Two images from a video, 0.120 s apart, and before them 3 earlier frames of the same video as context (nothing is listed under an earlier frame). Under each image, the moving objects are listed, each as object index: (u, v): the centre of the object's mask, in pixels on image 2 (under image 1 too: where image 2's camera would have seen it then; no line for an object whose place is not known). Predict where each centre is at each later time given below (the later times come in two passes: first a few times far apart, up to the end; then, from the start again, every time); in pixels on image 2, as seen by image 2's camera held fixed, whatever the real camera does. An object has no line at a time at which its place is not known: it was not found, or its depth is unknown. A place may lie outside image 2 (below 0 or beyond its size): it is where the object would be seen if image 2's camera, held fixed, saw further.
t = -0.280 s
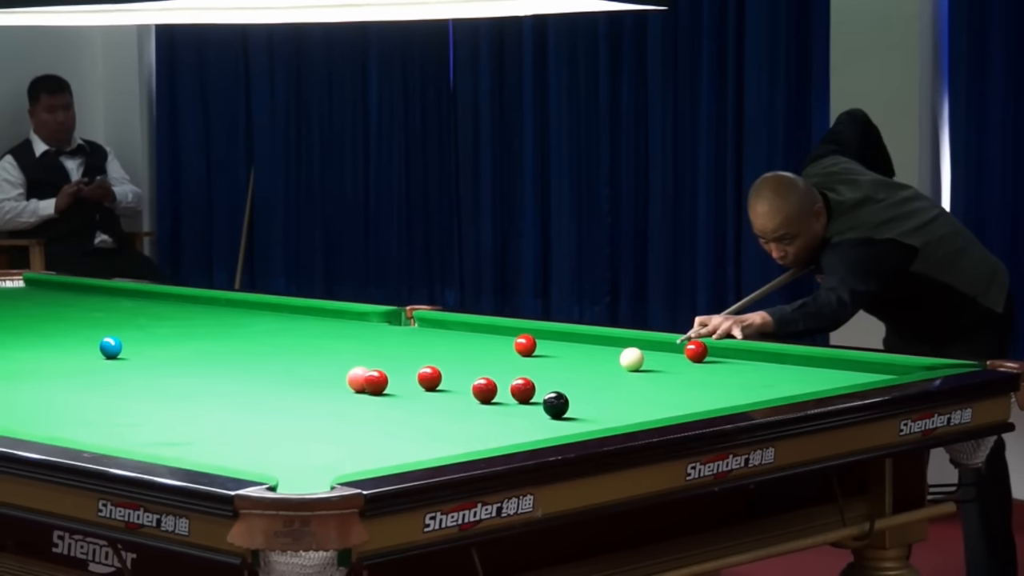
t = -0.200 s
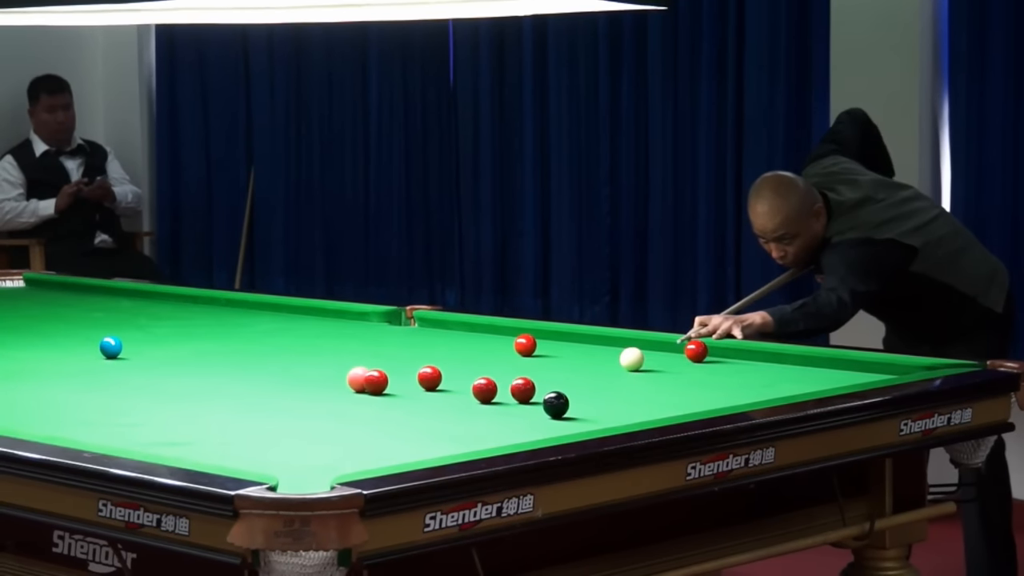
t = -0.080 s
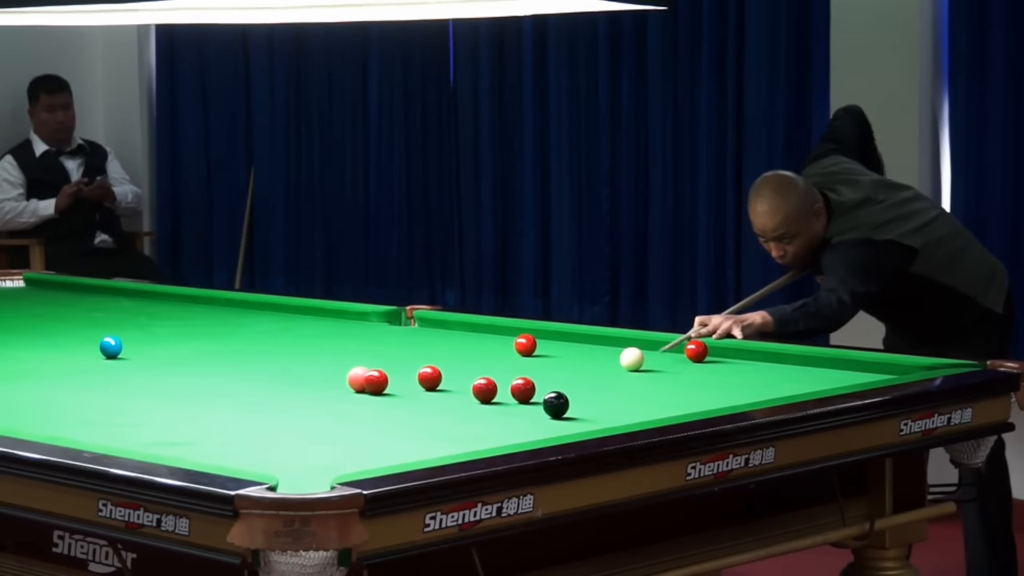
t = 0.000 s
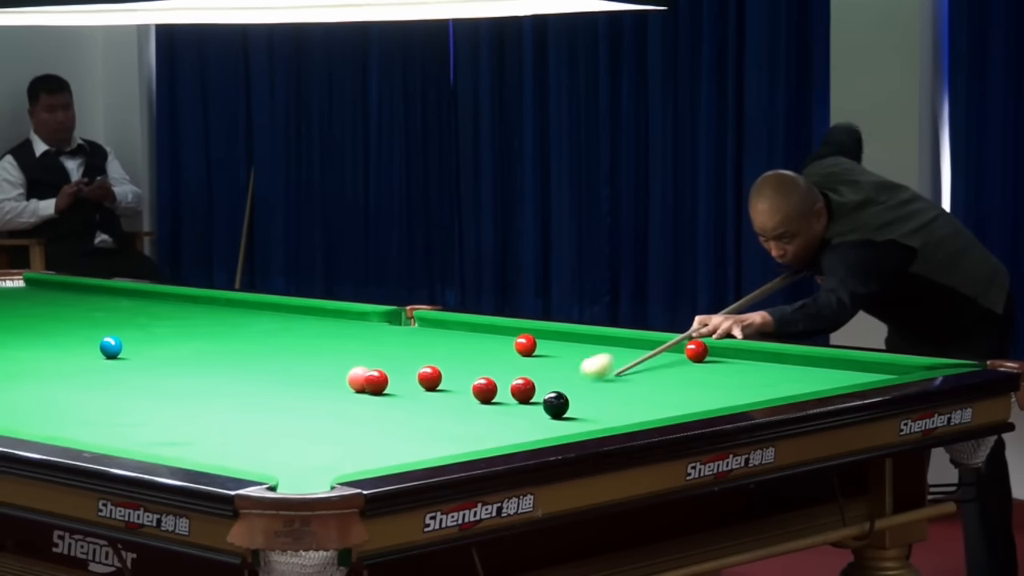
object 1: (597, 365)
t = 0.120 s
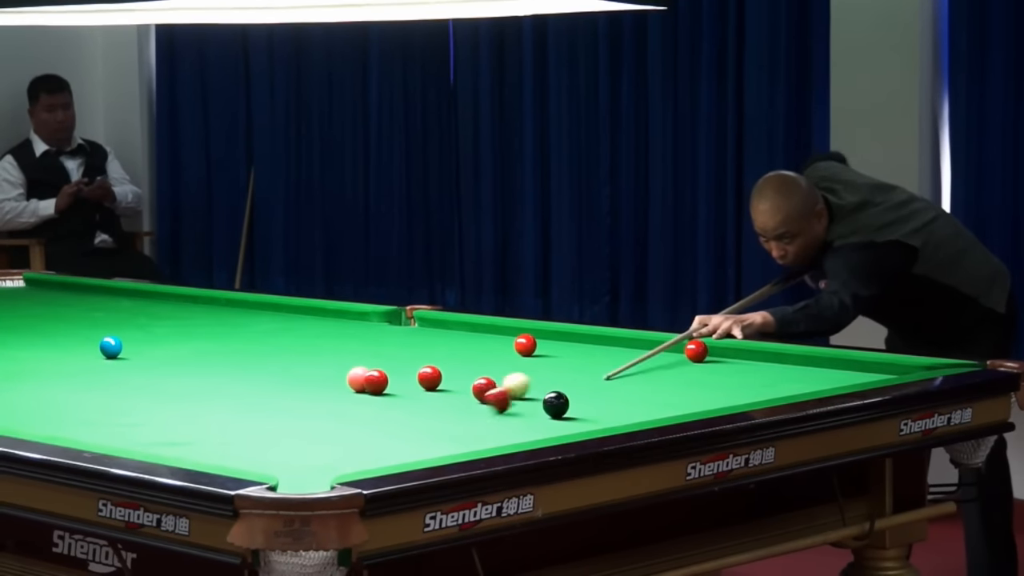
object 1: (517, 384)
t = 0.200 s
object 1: (498, 381)
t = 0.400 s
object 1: (463, 378)
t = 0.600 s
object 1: (456, 369)
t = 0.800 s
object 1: (451, 361)
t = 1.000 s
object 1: (446, 353)
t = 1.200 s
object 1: (441, 346)
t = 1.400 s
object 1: (437, 339)
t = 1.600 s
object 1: (433, 333)
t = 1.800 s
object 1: (429, 327)
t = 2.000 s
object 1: (426, 322)
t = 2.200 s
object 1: (409, 319)
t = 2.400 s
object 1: (381, 319)
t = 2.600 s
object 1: (354, 318)
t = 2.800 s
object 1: (329, 317)
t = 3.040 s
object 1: (302, 316)
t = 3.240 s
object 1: (281, 316)
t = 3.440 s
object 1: (261, 316)
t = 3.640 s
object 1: (243, 315)
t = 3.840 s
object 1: (227, 315)
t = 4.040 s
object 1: (212, 314)
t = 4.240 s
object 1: (198, 314)
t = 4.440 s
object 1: (186, 314)
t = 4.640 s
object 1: (175, 314)
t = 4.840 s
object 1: (165, 313)
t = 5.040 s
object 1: (157, 313)
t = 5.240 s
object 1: (151, 313)
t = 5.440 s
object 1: (146, 313)
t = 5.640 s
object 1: (142, 313)
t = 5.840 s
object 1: (138, 313)
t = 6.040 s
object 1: (137, 313)
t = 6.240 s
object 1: (137, 313)
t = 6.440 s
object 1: (137, 313)
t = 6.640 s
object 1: (137, 313)
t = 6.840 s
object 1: (137, 313)
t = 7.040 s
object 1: (137, 313)
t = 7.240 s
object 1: (137, 313)
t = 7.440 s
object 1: (137, 313)
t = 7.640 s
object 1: (137, 313)
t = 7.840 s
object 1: (137, 313)
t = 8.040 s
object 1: (137, 313)
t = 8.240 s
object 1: (137, 313)
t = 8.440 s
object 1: (137, 313)
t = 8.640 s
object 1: (137, 313)
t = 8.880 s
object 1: (137, 313)
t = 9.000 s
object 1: (137, 313)
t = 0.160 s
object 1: (506, 384)
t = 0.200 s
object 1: (498, 381)
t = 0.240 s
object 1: (485, 376)
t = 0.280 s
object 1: (473, 377)
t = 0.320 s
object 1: (468, 379)
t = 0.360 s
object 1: (465, 379)
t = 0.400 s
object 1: (463, 378)
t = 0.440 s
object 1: (461, 376)
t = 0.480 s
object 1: (459, 375)
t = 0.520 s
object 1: (458, 373)
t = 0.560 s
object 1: (457, 371)
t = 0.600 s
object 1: (456, 369)
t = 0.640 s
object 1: (455, 367)
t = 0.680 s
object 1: (454, 366)
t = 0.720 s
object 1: (453, 364)
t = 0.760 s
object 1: (452, 362)
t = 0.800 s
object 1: (451, 361)
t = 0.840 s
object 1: (450, 359)
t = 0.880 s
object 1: (449, 357)
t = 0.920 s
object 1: (447, 356)
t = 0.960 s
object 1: (447, 354)
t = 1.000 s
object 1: (446, 353)
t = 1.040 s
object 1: (445, 351)
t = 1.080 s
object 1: (444, 350)
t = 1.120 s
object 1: (443, 349)
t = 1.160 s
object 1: (442, 347)
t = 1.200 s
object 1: (441, 346)
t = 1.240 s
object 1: (440, 344)
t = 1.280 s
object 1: (439, 343)
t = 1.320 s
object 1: (438, 342)
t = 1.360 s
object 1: (437, 340)
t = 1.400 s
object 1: (437, 339)
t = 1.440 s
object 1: (436, 338)
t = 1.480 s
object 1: (435, 337)
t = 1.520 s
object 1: (434, 335)
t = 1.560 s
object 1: (433, 334)
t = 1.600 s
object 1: (433, 333)
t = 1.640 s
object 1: (432, 332)
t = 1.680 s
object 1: (431, 331)
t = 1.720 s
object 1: (430, 330)
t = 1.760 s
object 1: (430, 328)
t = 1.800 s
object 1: (429, 327)
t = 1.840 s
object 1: (428, 326)
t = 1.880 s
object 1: (427, 325)
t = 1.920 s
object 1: (427, 324)
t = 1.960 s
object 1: (426, 323)
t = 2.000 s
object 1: (426, 322)
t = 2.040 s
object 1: (425, 321)
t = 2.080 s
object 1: (424, 320)
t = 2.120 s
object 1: (422, 319)
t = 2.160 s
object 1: (415, 319)
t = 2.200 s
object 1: (409, 319)
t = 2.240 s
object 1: (404, 319)
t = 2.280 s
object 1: (398, 319)
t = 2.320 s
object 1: (392, 319)
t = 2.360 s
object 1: (387, 319)
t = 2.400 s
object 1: (381, 319)
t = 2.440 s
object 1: (376, 318)
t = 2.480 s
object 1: (370, 318)
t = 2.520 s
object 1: (365, 318)
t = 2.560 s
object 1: (360, 318)
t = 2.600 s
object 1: (354, 318)
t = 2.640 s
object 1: (350, 318)
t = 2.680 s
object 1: (344, 318)
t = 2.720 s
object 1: (339, 317)
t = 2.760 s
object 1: (334, 317)
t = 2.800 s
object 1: (329, 317)
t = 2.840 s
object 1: (325, 317)
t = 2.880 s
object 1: (320, 317)
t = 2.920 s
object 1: (315, 317)
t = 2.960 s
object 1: (311, 316)
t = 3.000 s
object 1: (306, 317)
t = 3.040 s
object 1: (302, 316)
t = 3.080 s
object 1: (297, 316)
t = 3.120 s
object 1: (293, 316)
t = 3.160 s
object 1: (289, 316)
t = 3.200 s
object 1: (284, 316)
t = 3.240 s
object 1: (281, 316)
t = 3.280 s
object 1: (277, 316)
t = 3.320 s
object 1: (273, 316)
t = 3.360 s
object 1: (269, 316)
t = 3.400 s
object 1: (265, 316)
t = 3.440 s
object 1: (261, 316)
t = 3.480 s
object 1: (257, 315)
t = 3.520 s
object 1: (254, 315)
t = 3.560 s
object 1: (250, 315)
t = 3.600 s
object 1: (247, 315)
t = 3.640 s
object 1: (243, 315)
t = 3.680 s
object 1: (240, 315)
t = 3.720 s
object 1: (236, 315)
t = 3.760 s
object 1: (233, 315)
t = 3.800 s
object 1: (230, 315)
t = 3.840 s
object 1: (227, 315)
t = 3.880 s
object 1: (224, 315)
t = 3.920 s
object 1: (220, 315)
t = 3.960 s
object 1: (217, 315)
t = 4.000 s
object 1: (215, 314)
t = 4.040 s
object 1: (212, 314)
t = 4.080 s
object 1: (209, 315)
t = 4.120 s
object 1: (206, 314)
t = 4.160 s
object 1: (203, 314)
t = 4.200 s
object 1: (201, 314)
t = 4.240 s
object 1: (198, 314)
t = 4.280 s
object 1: (195, 314)
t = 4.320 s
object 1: (193, 314)
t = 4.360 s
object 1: (190, 314)
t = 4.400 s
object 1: (188, 314)
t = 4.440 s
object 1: (186, 314)
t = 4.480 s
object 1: (183, 314)
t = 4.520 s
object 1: (181, 314)
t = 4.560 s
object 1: (179, 314)
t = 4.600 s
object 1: (177, 314)
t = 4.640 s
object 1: (175, 314)
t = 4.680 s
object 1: (173, 314)
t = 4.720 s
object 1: (171, 314)
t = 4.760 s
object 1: (169, 314)
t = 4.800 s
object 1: (167, 313)
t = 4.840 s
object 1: (165, 313)
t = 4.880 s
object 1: (164, 314)
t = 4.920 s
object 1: (162, 313)
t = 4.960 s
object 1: (160, 313)
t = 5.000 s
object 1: (159, 313)
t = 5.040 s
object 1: (157, 313)
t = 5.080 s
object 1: (156, 313)
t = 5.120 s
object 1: (155, 313)
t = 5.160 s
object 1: (153, 313)
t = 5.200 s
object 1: (152, 313)
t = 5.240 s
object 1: (151, 313)
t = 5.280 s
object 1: (150, 313)
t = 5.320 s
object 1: (148, 313)
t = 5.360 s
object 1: (147, 313)
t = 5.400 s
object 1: (146, 313)
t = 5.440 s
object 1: (146, 313)
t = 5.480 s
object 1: (145, 313)
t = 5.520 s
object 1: (143, 313)
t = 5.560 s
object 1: (143, 313)
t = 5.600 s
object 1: (142, 313)
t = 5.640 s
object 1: (142, 313)
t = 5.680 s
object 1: (141, 313)
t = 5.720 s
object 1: (140, 313)
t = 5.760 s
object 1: (140, 313)
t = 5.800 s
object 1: (139, 313)
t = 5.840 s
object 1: (138, 313)
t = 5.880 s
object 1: (138, 313)
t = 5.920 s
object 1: (138, 313)
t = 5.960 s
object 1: (137, 313)
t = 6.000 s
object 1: (137, 313)
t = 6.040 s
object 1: (137, 313)
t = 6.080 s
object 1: (137, 313)
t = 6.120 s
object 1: (137, 313)
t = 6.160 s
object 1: (137, 313)
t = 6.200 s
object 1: (137, 313)
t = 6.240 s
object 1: (137, 313)
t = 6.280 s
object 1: (137, 313)
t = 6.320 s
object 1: (137, 313)
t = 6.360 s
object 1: (137, 313)
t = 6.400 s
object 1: (137, 313)
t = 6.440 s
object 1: (137, 313)
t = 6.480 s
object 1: (137, 313)
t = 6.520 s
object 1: (137, 313)
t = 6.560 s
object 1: (137, 313)
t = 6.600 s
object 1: (137, 313)
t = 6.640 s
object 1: (137, 313)
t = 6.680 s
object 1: (137, 313)
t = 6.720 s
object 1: (137, 313)
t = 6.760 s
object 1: (137, 313)
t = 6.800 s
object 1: (137, 313)
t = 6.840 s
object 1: (137, 313)
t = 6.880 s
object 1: (137, 313)
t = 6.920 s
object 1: (137, 313)
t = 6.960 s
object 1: (137, 313)
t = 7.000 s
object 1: (137, 313)
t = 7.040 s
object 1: (137, 313)
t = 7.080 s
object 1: (137, 313)
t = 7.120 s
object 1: (137, 313)
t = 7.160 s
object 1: (137, 313)
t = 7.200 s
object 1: (137, 313)
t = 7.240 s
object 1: (137, 313)
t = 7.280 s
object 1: (137, 313)
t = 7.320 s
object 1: (137, 313)
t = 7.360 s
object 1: (137, 313)
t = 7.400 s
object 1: (137, 313)
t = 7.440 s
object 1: (137, 313)
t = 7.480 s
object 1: (137, 313)
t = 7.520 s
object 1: (137, 313)
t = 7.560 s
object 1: (137, 313)
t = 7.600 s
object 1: (137, 313)
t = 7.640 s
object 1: (137, 313)
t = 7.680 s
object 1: (137, 313)
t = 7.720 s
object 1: (137, 313)
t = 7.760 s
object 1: (137, 313)
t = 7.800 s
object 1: (137, 313)
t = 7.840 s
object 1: (137, 313)
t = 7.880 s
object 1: (137, 313)
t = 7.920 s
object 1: (137, 313)
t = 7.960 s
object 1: (137, 313)
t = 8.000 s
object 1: (137, 313)
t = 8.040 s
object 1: (137, 313)
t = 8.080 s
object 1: (137, 313)
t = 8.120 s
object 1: (137, 313)
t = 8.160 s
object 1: (137, 313)
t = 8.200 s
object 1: (137, 313)
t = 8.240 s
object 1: (137, 313)
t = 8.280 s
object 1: (137, 313)
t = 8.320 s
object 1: (137, 313)
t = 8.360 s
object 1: (137, 313)
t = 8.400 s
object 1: (137, 313)
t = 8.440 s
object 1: (137, 313)
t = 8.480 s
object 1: (137, 313)
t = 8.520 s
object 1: (137, 313)
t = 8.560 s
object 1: (137, 313)
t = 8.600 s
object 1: (137, 313)
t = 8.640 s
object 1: (137, 313)
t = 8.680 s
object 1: (137, 313)
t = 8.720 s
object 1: (137, 313)
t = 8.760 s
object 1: (137, 313)
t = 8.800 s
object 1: (137, 313)
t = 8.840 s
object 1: (137, 313)
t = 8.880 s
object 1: (137, 313)
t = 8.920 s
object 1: (137, 313)
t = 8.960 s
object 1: (137, 313)
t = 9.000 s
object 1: (137, 313)
